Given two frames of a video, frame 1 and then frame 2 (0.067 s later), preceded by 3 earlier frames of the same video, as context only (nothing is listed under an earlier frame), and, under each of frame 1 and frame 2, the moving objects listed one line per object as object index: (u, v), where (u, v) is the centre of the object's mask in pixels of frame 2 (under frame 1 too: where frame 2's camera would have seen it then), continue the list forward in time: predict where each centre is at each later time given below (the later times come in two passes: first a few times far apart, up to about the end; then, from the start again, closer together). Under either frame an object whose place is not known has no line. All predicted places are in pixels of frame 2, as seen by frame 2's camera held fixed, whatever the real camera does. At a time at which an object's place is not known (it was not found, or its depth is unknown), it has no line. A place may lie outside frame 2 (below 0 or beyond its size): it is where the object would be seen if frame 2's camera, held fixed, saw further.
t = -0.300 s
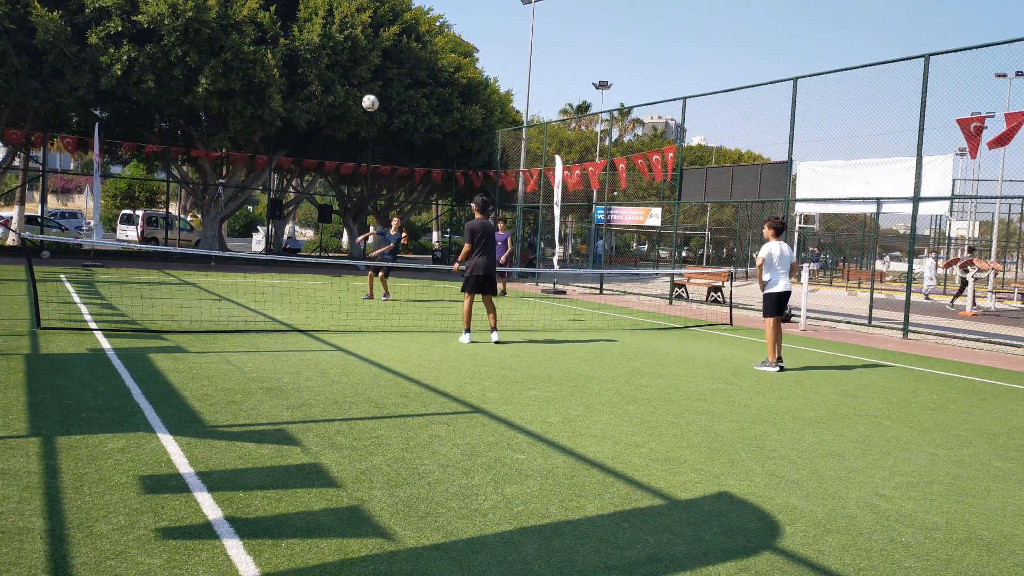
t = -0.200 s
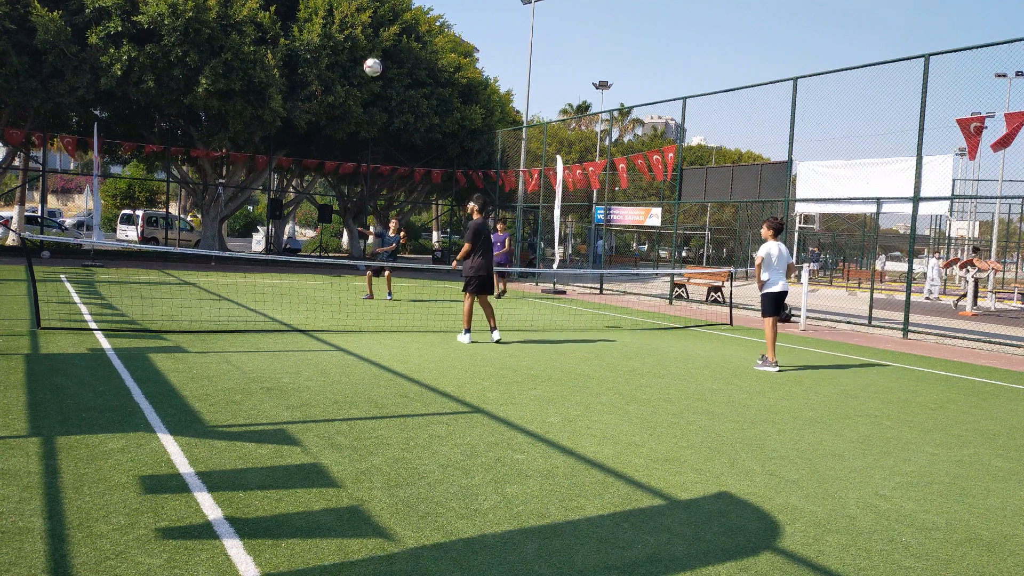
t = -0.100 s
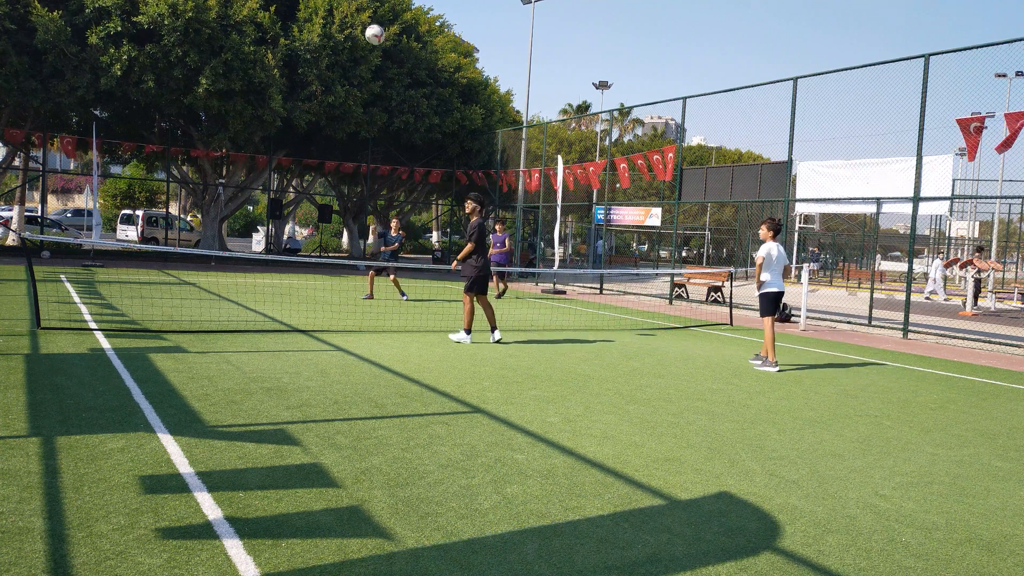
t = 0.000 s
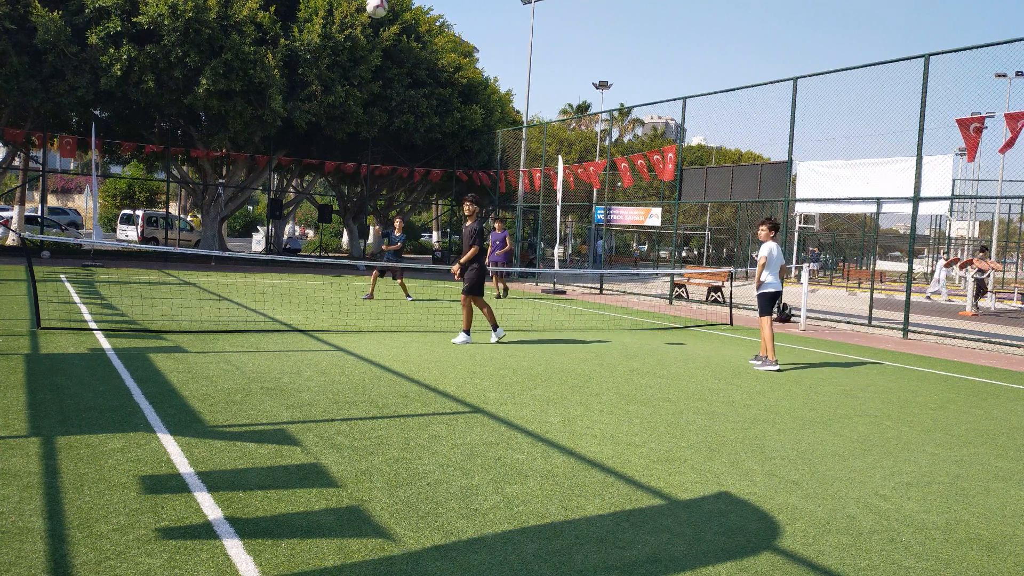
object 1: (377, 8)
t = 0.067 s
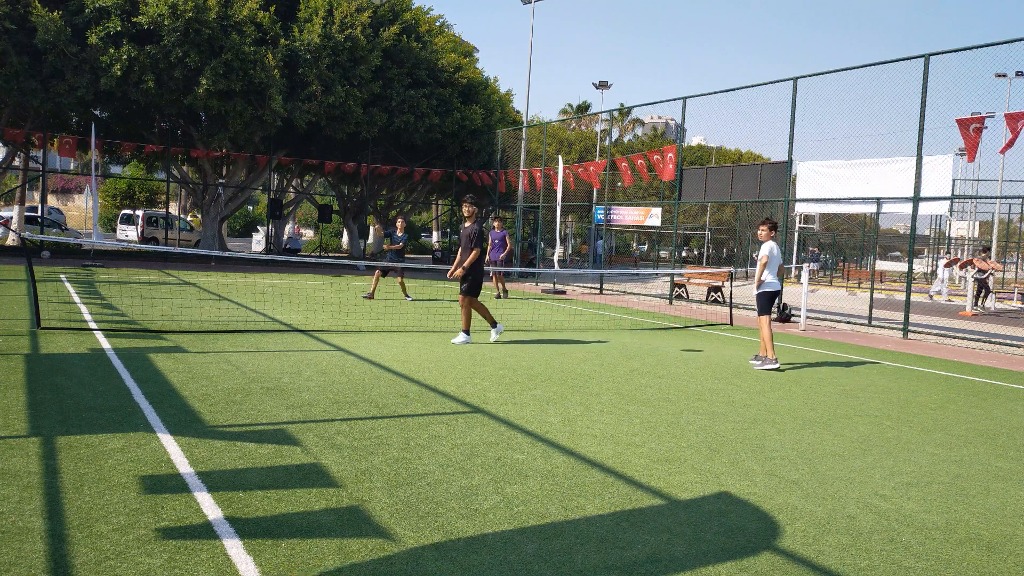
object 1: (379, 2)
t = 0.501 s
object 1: (366, 36)
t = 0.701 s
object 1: (329, 305)
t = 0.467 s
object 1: (369, 17)
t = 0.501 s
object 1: (366, 36)
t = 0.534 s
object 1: (363, 60)
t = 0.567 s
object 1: (359, 90)
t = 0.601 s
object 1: (353, 128)
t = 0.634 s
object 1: (347, 174)
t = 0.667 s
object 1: (339, 232)
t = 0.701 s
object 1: (329, 305)
